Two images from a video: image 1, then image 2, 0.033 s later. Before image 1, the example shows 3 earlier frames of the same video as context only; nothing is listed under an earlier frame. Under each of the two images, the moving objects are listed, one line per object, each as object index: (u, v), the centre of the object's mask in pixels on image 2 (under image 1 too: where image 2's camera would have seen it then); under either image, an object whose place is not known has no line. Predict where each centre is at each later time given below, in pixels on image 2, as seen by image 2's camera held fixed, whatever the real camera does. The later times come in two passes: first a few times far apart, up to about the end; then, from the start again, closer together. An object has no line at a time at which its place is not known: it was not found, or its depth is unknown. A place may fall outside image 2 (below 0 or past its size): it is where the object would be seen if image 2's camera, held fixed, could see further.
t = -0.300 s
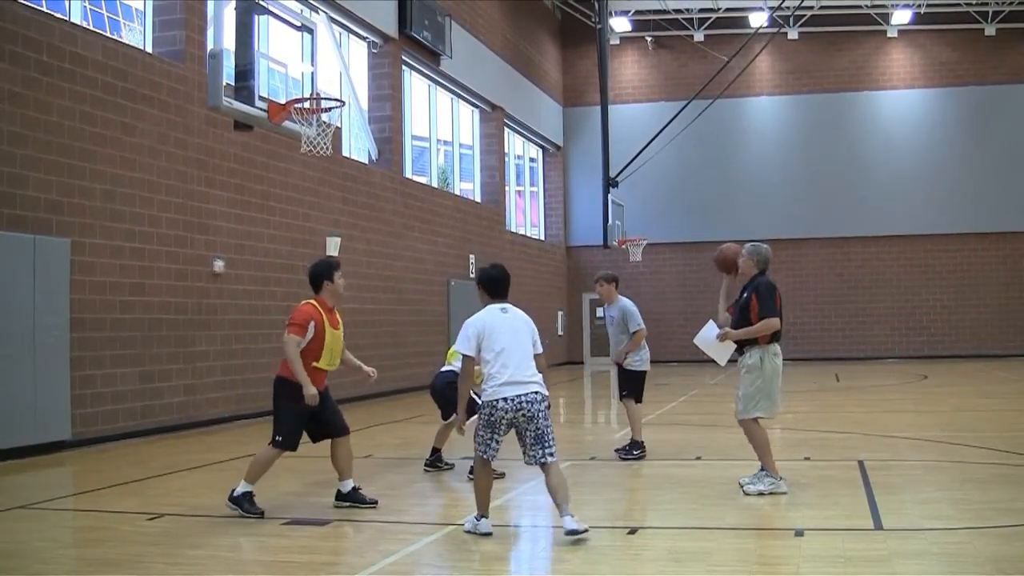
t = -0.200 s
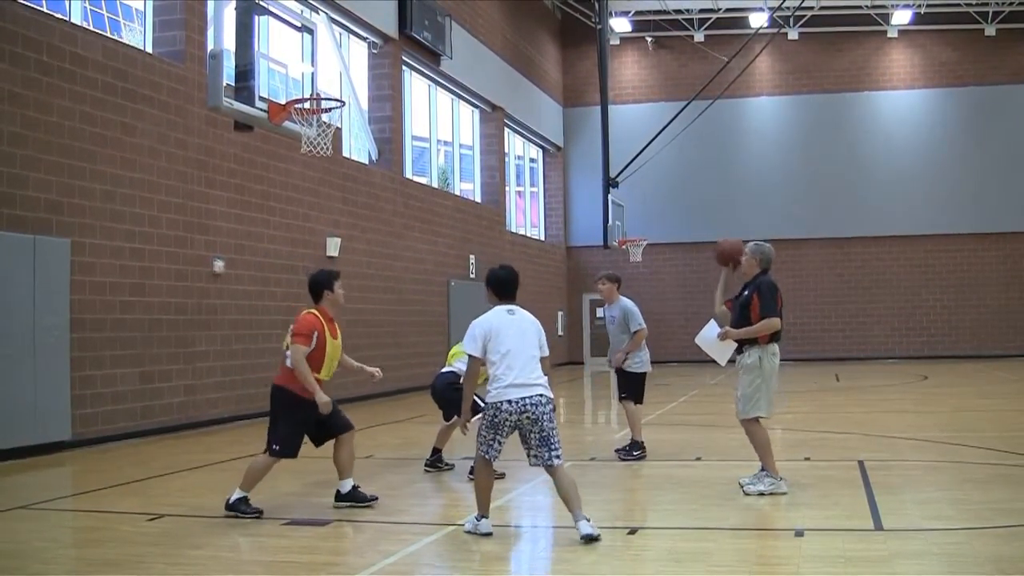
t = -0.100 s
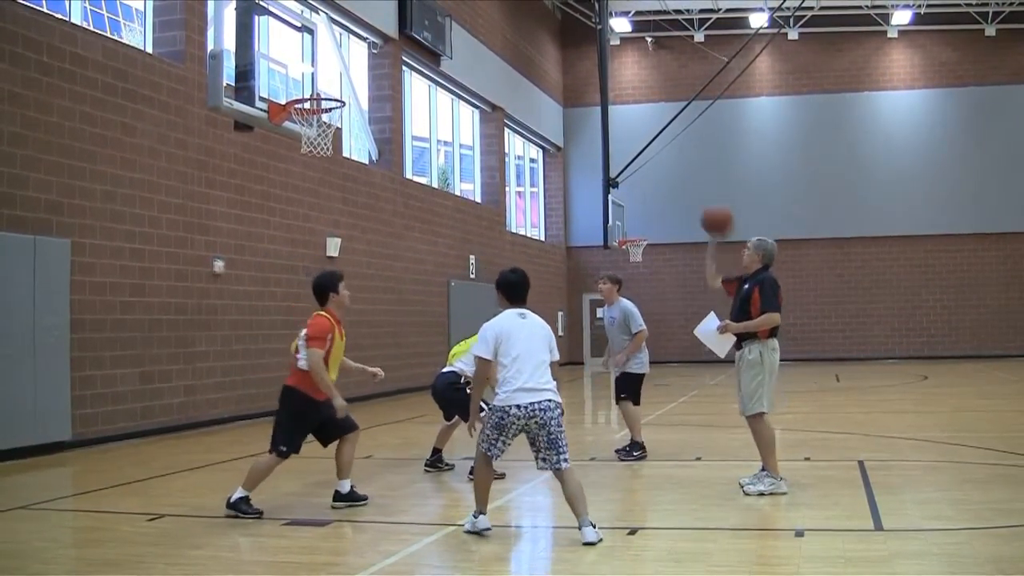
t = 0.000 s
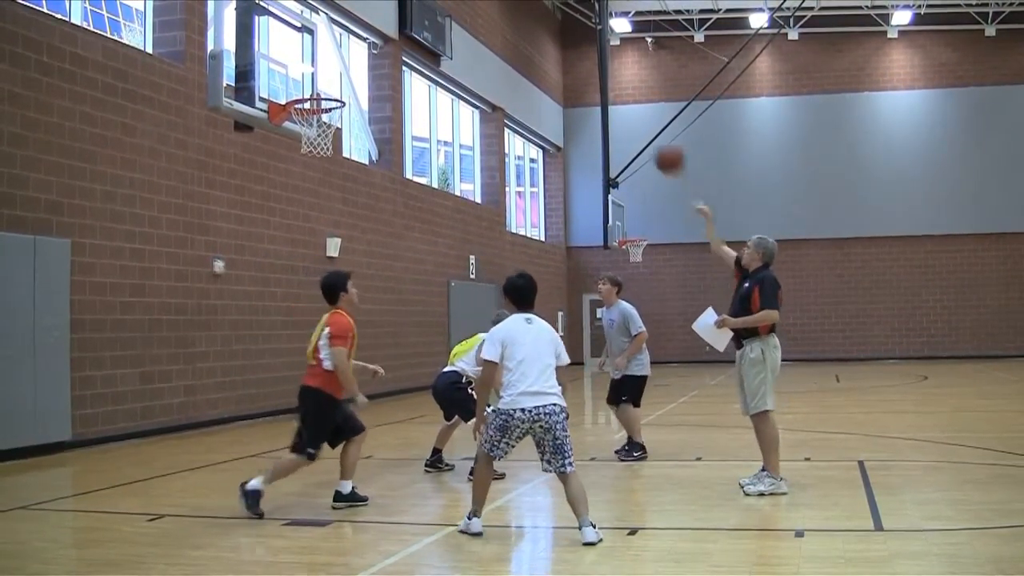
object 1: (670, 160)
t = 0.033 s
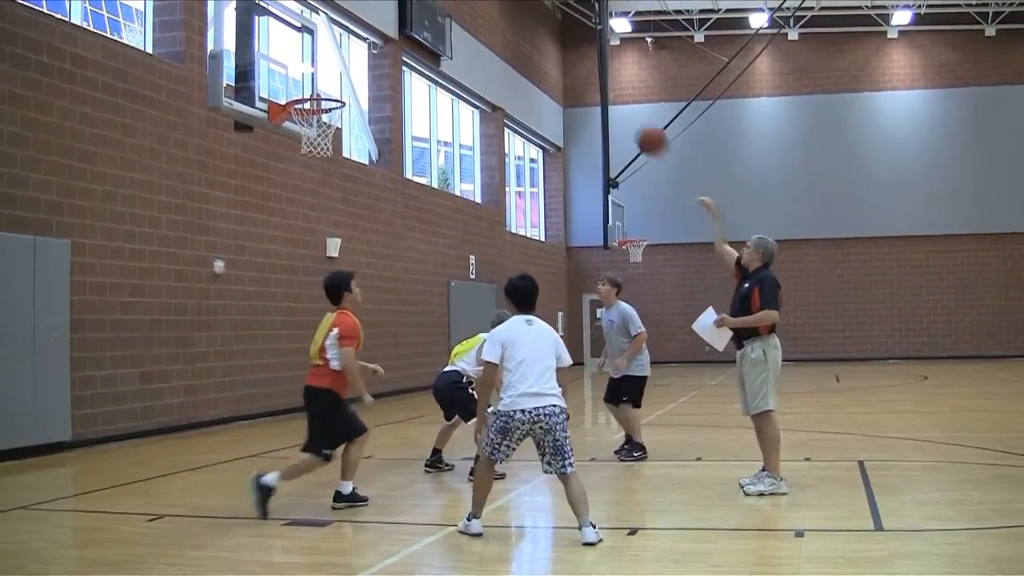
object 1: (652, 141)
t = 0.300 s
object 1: (513, 44)
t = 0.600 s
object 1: (367, 47)
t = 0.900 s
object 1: (270, 62)
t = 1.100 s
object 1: (299, 59)
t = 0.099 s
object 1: (616, 107)
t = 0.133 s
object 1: (600, 93)
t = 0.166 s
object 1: (581, 78)
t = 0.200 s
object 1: (564, 67)
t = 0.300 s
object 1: (513, 44)
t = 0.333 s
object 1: (497, 39)
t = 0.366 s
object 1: (480, 35)
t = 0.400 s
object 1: (463, 33)
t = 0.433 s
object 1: (447, 30)
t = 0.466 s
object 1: (431, 31)
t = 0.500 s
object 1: (414, 32)
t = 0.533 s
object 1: (398, 37)
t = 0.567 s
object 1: (381, 42)
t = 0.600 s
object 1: (367, 47)
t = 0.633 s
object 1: (349, 54)
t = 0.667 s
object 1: (334, 62)
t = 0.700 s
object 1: (318, 72)
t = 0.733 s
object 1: (304, 83)
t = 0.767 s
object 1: (294, 81)
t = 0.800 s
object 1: (285, 75)
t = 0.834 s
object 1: (278, 70)
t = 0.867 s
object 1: (270, 66)
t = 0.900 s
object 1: (270, 62)
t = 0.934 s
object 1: (275, 58)
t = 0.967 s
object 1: (279, 56)
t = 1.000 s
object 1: (284, 54)
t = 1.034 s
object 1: (289, 55)
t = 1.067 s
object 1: (294, 56)
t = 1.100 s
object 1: (299, 59)
